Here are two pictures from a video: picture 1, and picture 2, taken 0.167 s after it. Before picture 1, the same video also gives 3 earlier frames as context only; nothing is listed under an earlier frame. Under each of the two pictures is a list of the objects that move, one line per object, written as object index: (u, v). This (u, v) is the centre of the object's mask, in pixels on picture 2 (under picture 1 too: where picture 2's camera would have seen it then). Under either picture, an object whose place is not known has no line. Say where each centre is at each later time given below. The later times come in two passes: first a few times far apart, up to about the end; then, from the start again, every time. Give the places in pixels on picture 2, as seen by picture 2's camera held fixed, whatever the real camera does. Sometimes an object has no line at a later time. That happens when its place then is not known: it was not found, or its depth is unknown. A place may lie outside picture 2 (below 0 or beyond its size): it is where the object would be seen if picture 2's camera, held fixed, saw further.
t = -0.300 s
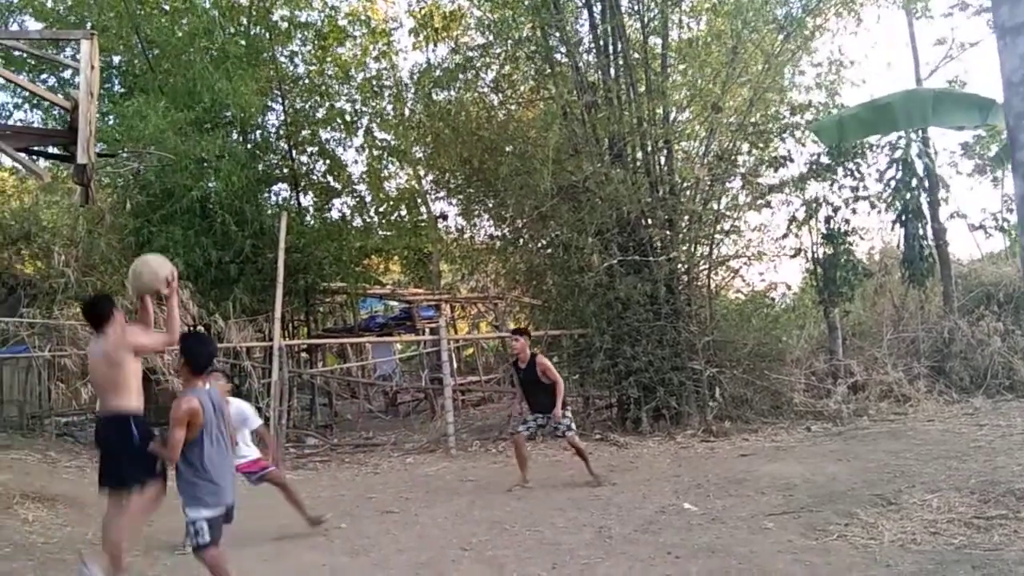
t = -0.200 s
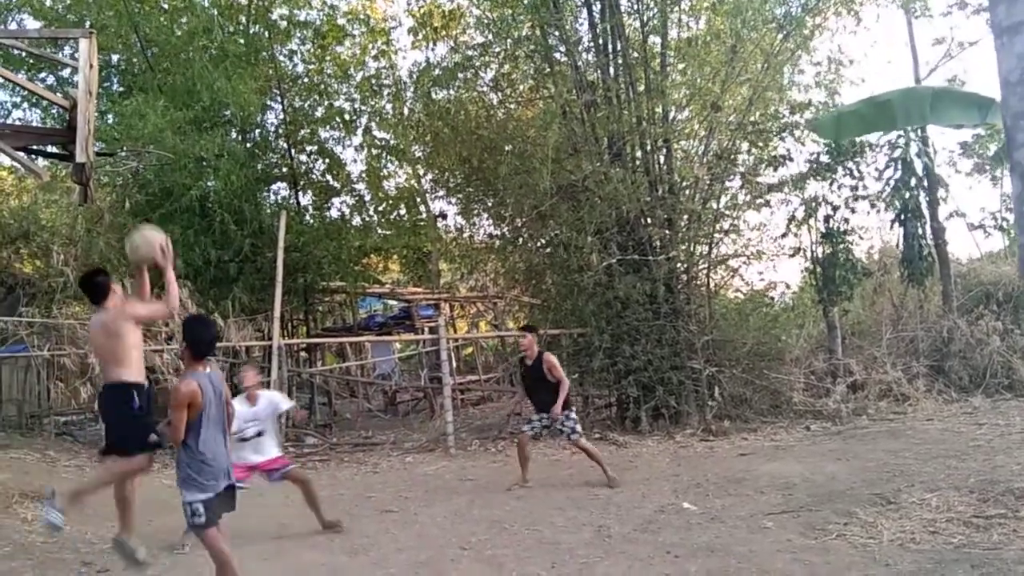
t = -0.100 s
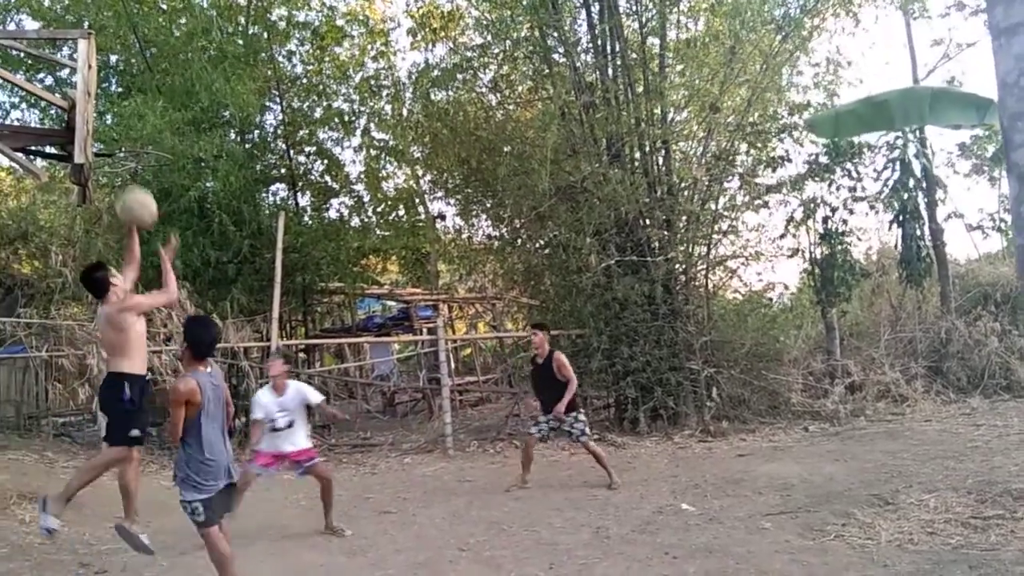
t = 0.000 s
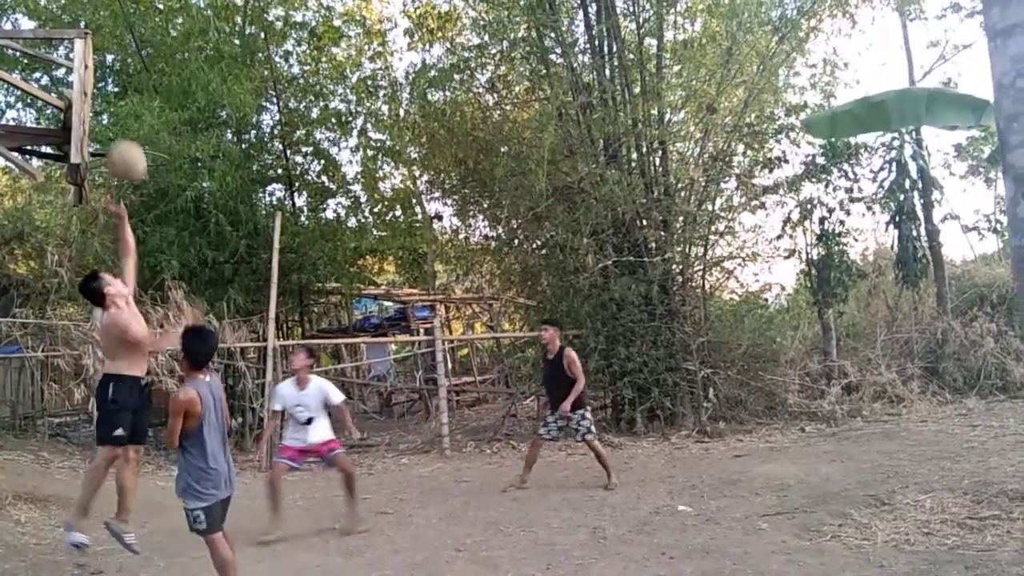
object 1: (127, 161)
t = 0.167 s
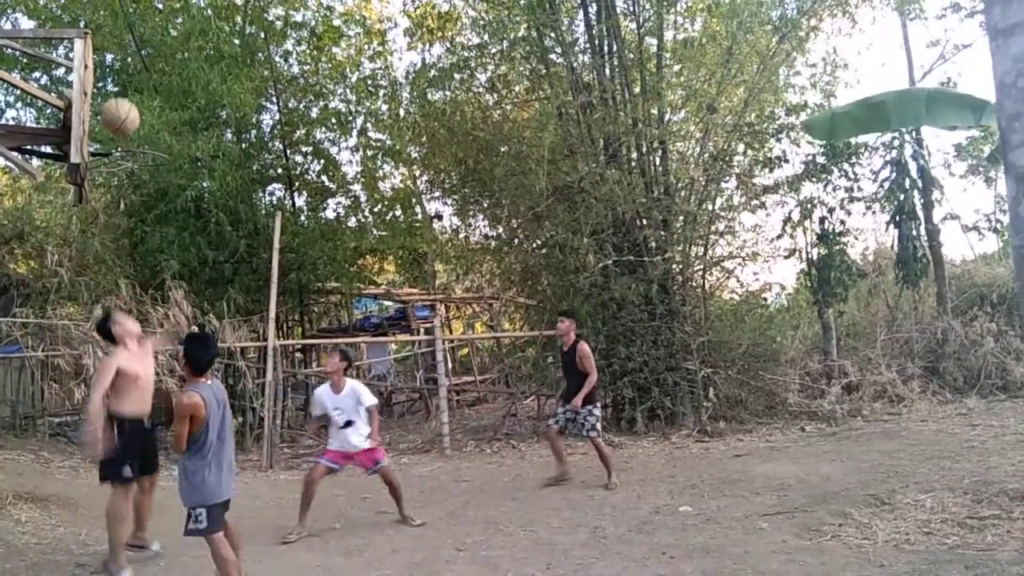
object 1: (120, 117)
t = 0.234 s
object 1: (118, 111)
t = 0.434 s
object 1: (118, 127)
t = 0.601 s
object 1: (120, 179)
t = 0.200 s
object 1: (119, 113)
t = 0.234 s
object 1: (118, 111)
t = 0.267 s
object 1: (118, 111)
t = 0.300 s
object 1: (118, 111)
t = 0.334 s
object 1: (118, 114)
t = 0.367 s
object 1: (118, 117)
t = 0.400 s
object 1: (118, 122)
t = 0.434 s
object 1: (118, 127)
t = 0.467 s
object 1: (119, 135)
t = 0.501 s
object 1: (118, 142)
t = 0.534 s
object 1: (121, 154)
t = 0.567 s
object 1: (121, 167)
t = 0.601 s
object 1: (120, 179)
